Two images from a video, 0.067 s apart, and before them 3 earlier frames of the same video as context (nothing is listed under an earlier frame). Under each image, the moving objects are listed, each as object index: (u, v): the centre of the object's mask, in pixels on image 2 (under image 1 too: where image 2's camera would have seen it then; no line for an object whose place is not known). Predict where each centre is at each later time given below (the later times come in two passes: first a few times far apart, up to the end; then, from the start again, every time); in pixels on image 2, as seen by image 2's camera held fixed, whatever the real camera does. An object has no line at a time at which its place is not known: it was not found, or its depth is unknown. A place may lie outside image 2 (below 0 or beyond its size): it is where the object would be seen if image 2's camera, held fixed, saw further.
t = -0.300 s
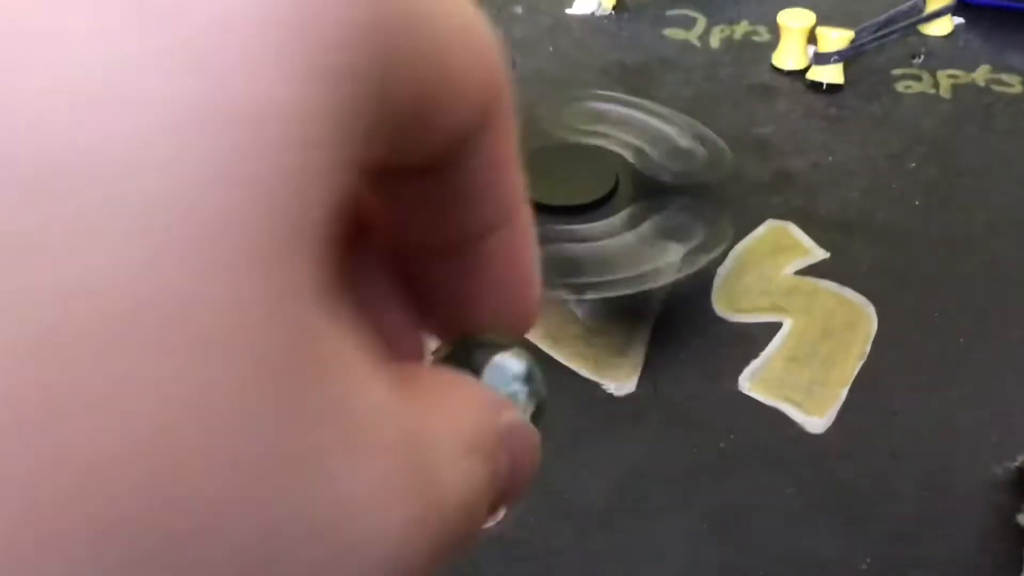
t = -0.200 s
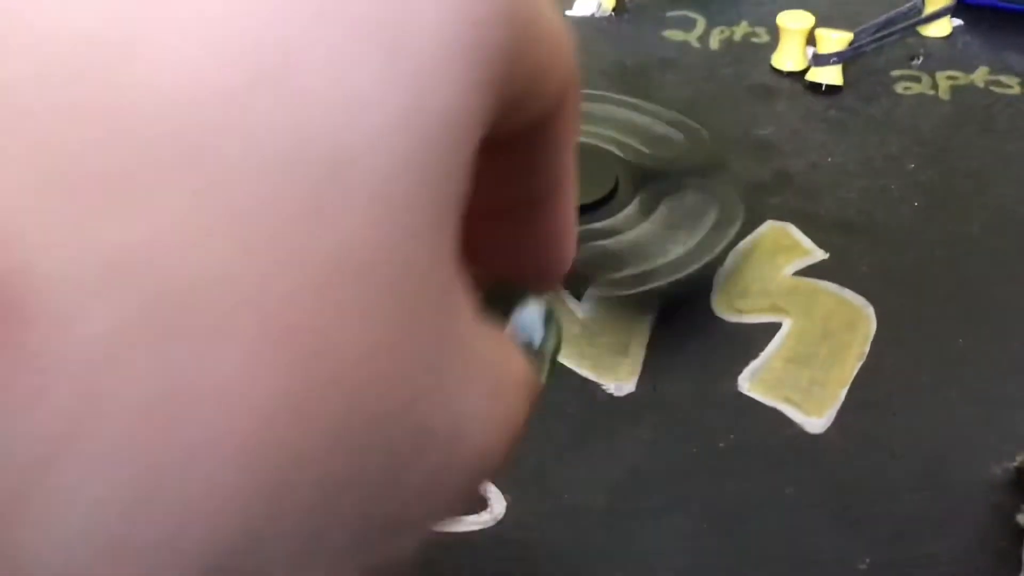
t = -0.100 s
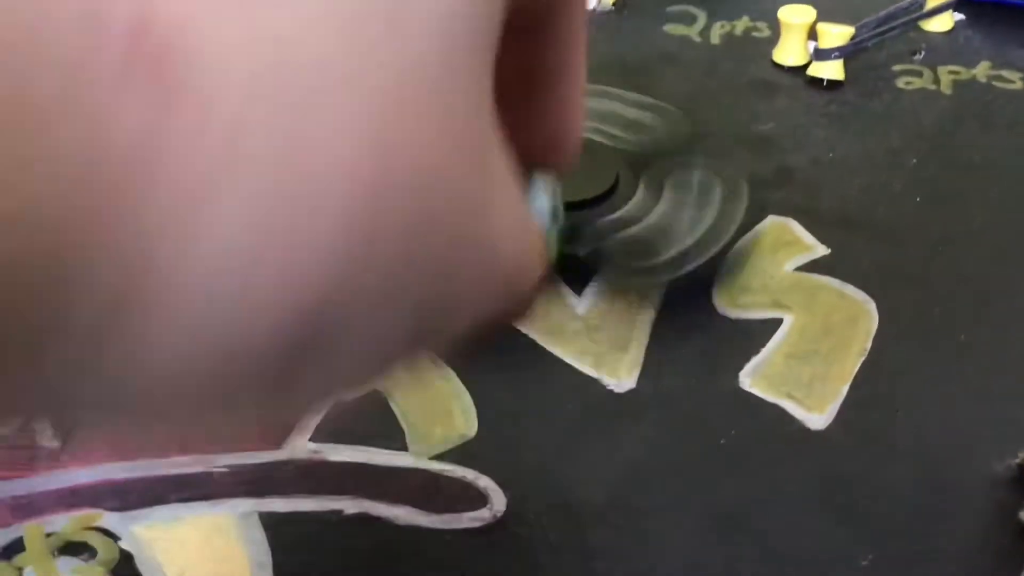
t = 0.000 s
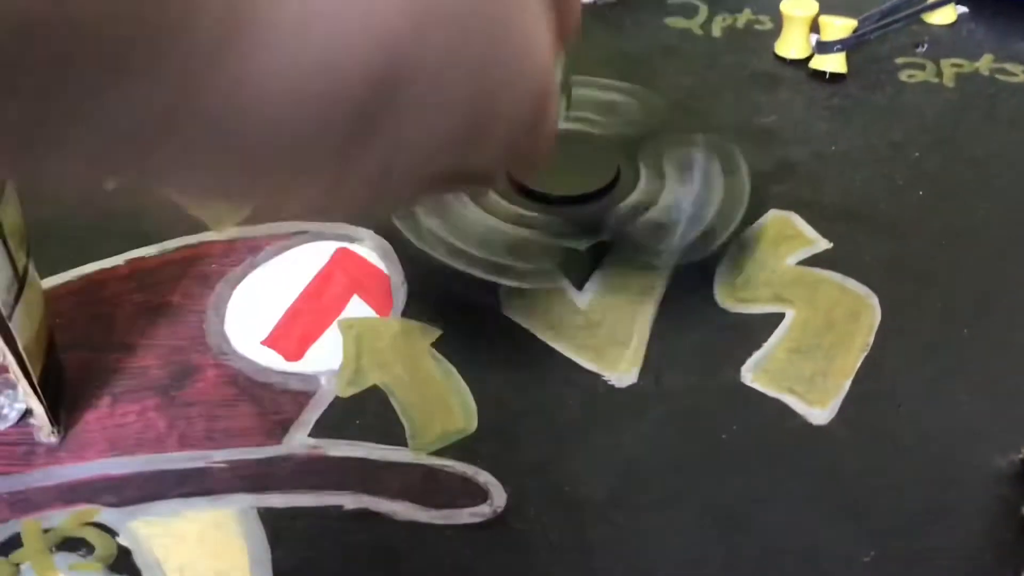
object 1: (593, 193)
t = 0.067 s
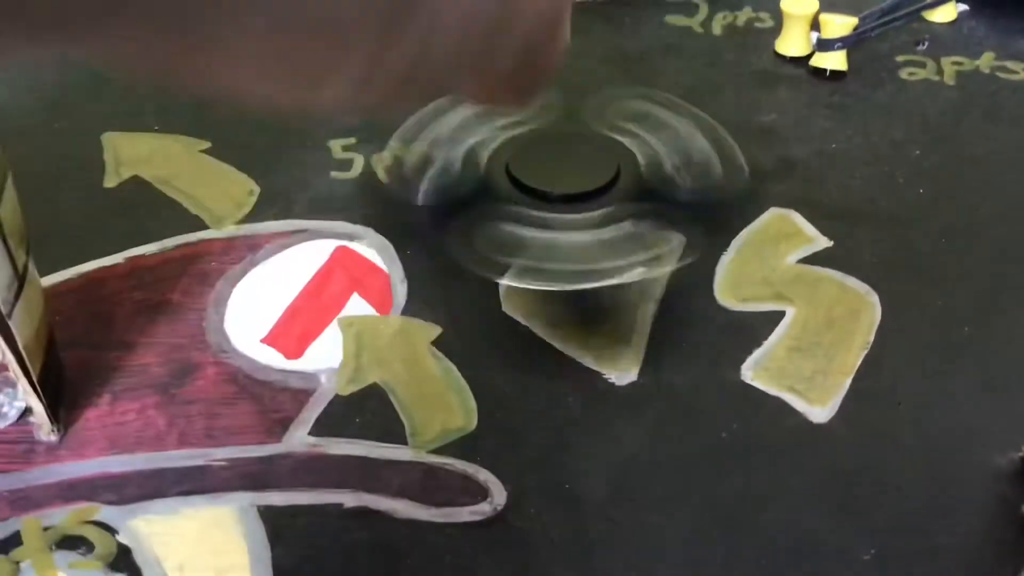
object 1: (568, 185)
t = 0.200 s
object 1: (563, 181)
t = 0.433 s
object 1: (566, 178)
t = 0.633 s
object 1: (567, 178)
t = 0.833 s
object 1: (564, 180)
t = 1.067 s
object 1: (568, 183)
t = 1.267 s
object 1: (563, 191)
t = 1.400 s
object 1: (558, 188)
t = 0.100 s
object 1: (561, 180)
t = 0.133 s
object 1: (567, 180)
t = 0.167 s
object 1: (569, 178)
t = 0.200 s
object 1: (563, 181)
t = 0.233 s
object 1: (567, 180)
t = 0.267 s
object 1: (567, 180)
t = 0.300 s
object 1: (563, 180)
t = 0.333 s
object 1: (562, 180)
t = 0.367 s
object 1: (564, 182)
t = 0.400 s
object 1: (560, 181)
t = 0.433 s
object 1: (566, 178)
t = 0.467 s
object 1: (566, 178)
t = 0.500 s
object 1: (561, 180)
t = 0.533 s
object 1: (566, 179)
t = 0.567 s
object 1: (566, 180)
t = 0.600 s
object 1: (567, 179)
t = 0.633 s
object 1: (567, 178)
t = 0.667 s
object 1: (561, 179)
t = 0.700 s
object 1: (566, 180)
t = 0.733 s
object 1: (563, 179)
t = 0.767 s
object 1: (566, 180)
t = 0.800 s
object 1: (565, 179)
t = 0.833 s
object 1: (564, 180)
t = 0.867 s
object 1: (570, 177)
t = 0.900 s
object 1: (564, 179)
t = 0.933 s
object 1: (565, 183)
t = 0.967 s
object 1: (558, 186)
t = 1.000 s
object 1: (565, 180)
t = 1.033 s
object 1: (560, 179)
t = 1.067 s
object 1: (568, 183)
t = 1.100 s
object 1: (563, 178)
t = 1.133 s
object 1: (566, 185)
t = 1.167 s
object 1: (562, 179)
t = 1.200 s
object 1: (565, 189)
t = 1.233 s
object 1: (563, 178)
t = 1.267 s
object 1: (563, 191)
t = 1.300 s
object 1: (558, 184)
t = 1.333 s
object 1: (565, 191)
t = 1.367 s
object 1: (567, 181)
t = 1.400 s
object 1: (558, 188)
